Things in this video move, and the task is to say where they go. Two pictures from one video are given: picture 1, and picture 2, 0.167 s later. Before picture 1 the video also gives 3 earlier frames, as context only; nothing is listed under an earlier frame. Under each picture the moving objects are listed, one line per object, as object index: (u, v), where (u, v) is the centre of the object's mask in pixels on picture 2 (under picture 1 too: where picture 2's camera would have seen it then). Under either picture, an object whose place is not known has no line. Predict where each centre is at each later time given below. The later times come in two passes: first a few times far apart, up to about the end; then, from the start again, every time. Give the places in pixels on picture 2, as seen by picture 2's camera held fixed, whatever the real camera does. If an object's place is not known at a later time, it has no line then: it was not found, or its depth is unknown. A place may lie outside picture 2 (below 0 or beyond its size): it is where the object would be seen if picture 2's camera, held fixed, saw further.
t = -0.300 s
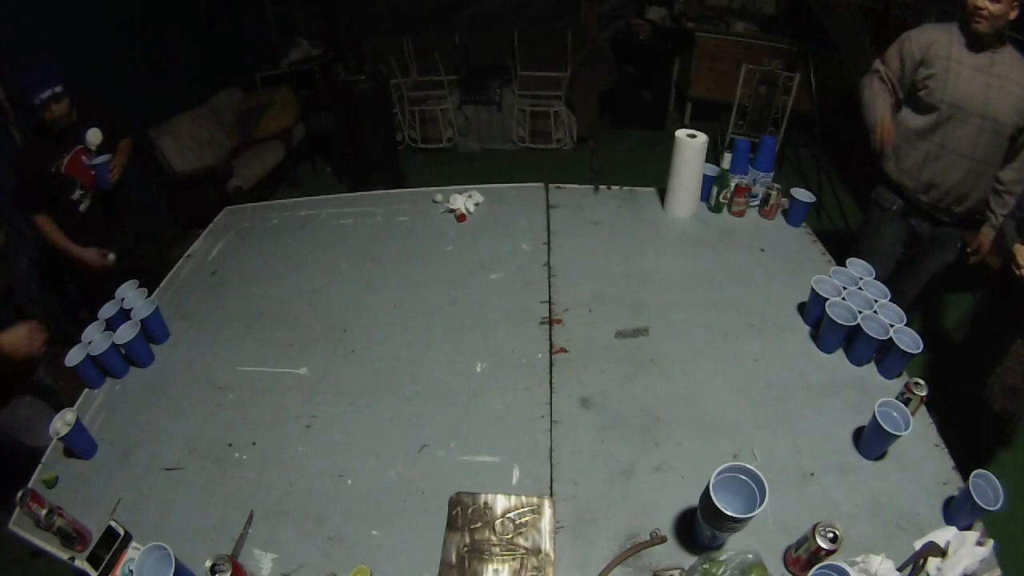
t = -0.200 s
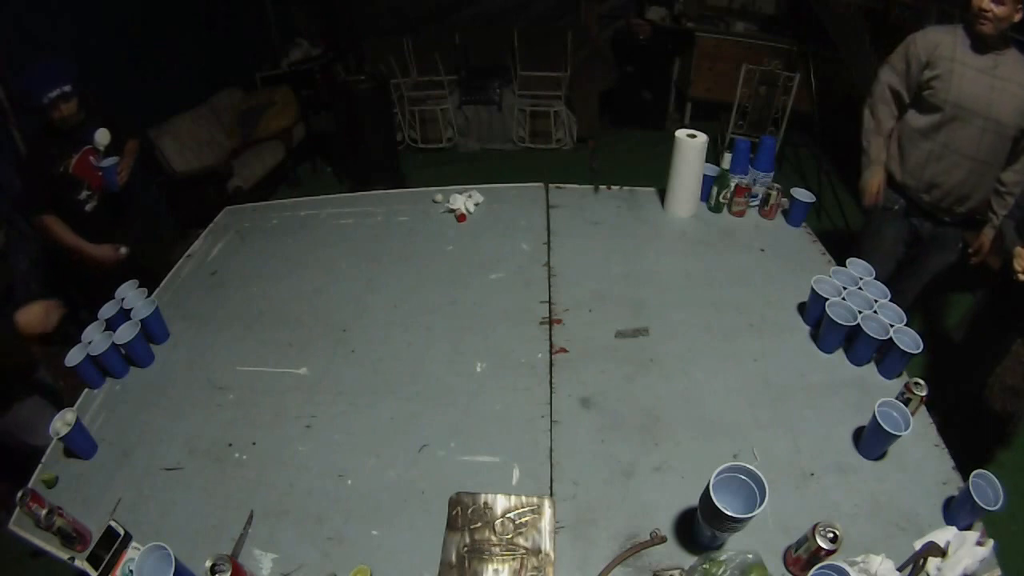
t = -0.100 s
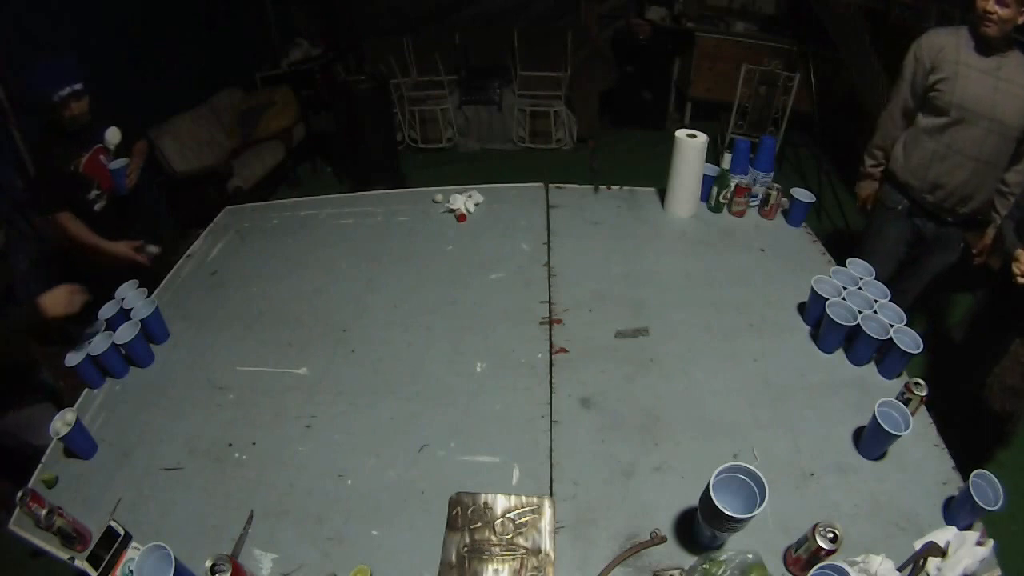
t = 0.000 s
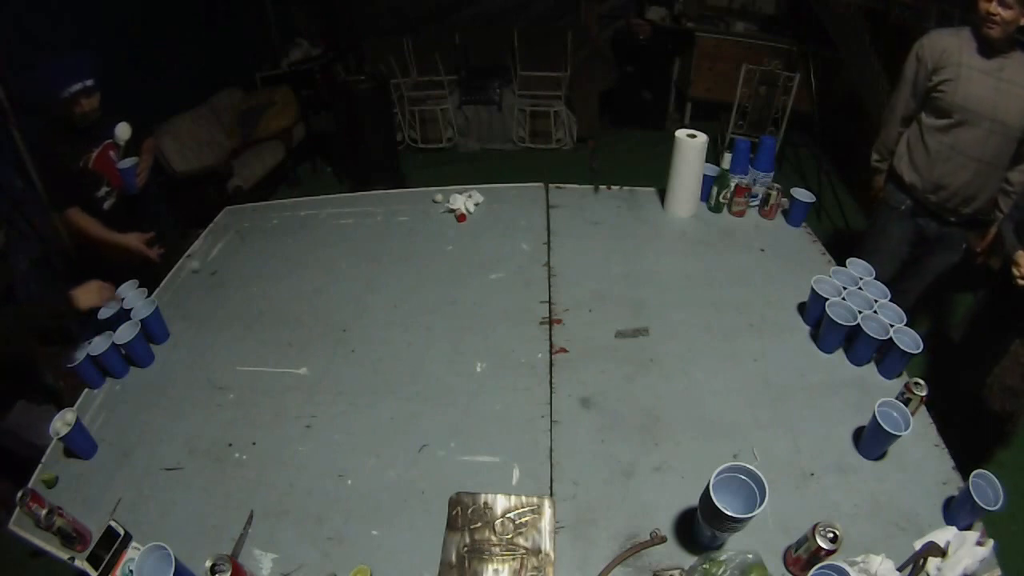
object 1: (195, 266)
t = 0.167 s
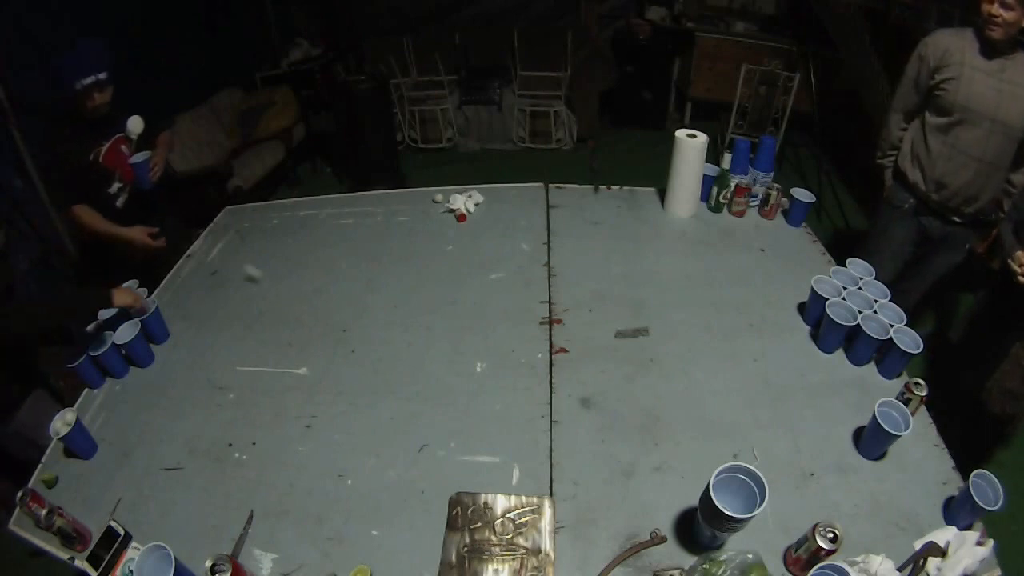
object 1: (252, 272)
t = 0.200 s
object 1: (266, 277)
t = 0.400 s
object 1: (326, 285)
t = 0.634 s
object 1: (403, 297)
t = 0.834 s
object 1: (472, 304)
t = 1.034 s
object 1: (541, 310)
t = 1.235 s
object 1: (607, 317)
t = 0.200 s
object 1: (266, 277)
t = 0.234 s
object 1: (274, 275)
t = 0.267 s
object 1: (284, 276)
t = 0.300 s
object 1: (294, 278)
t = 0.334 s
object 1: (306, 283)
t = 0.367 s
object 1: (318, 285)
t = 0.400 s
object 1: (326, 285)
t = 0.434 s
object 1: (336, 286)
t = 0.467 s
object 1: (348, 290)
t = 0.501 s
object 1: (359, 292)
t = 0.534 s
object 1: (369, 291)
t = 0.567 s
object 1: (380, 293)
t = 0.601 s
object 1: (392, 297)
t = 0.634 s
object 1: (403, 297)
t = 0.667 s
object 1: (414, 298)
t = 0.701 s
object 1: (426, 300)
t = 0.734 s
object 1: (438, 301)
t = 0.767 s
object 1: (448, 300)
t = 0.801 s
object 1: (460, 302)
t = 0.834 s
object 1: (472, 304)
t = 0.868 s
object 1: (483, 305)
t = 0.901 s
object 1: (495, 307)
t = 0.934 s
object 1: (506, 308)
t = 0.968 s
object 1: (518, 309)
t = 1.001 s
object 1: (529, 310)
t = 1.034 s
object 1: (541, 310)
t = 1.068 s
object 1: (552, 312)
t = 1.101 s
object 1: (562, 314)
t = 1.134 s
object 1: (575, 315)
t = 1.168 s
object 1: (585, 316)
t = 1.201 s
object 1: (597, 316)
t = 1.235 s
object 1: (607, 317)
